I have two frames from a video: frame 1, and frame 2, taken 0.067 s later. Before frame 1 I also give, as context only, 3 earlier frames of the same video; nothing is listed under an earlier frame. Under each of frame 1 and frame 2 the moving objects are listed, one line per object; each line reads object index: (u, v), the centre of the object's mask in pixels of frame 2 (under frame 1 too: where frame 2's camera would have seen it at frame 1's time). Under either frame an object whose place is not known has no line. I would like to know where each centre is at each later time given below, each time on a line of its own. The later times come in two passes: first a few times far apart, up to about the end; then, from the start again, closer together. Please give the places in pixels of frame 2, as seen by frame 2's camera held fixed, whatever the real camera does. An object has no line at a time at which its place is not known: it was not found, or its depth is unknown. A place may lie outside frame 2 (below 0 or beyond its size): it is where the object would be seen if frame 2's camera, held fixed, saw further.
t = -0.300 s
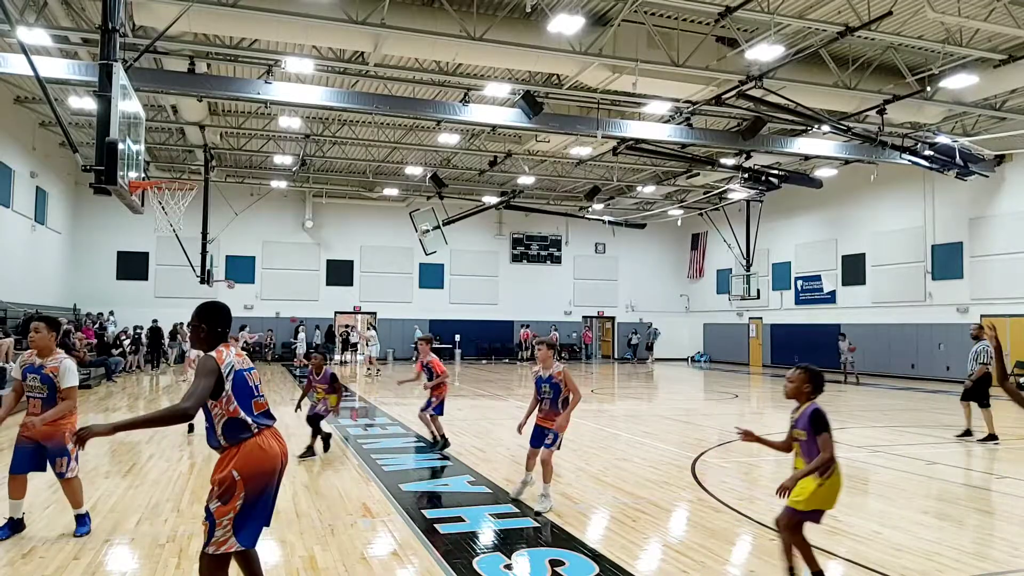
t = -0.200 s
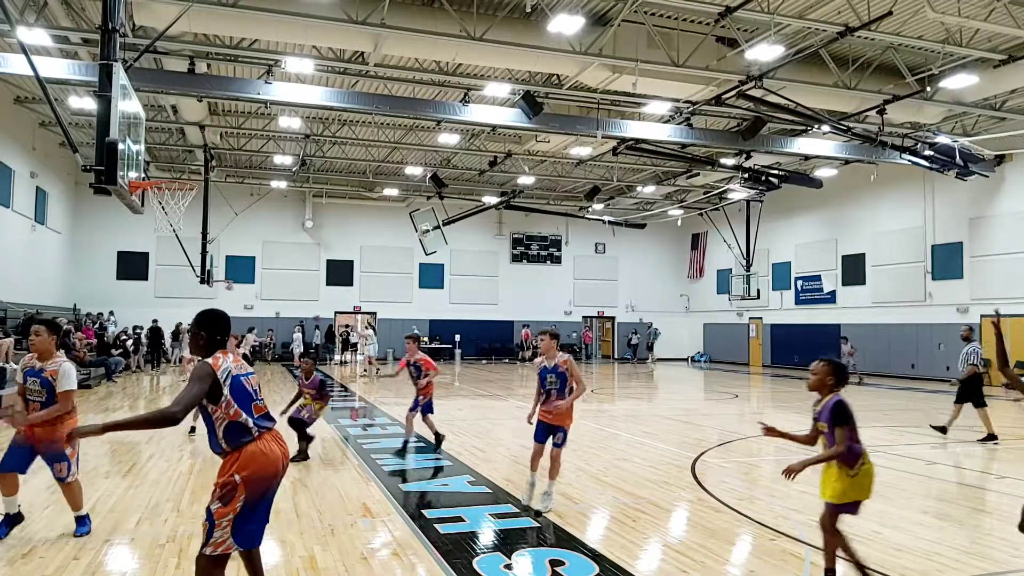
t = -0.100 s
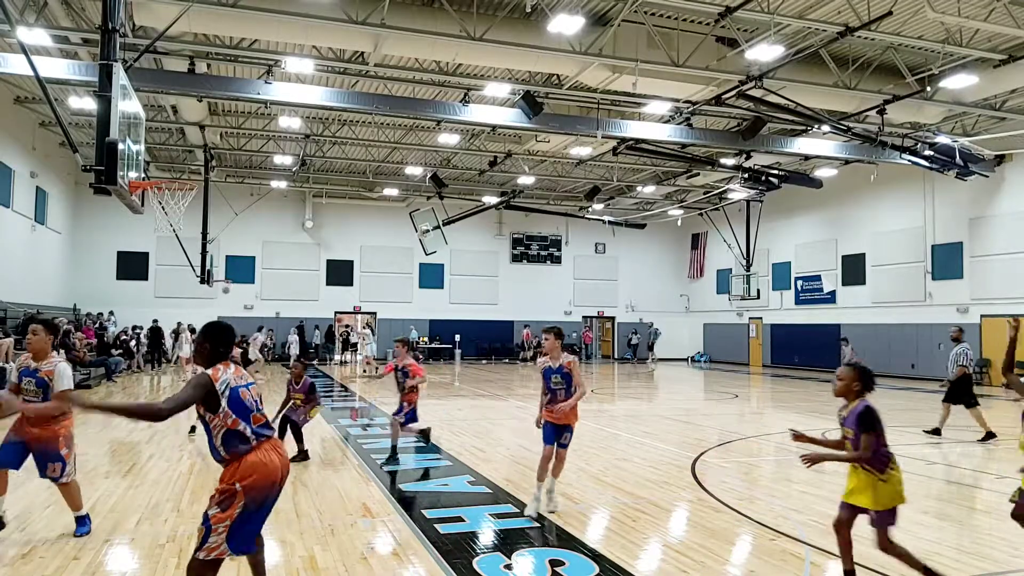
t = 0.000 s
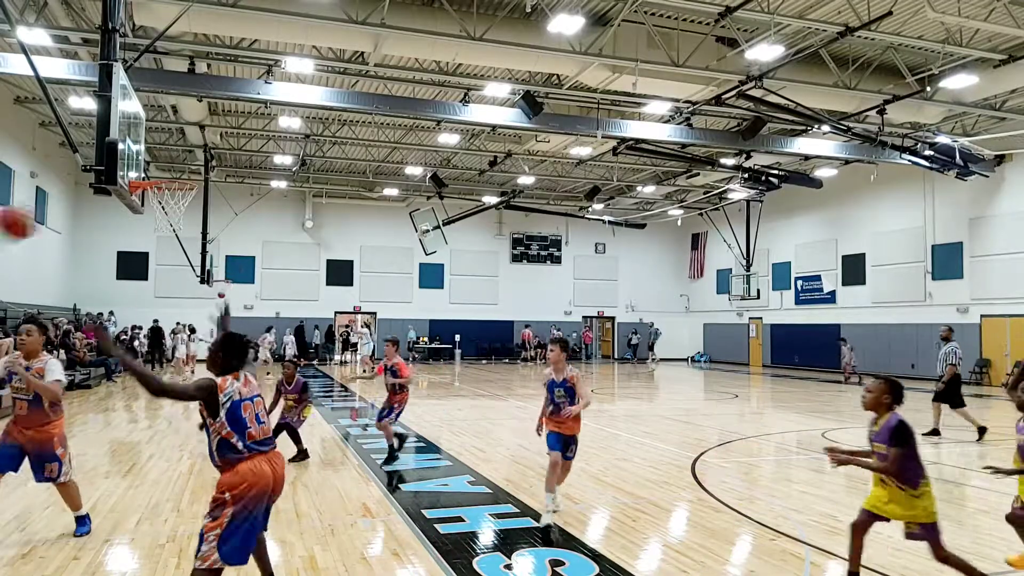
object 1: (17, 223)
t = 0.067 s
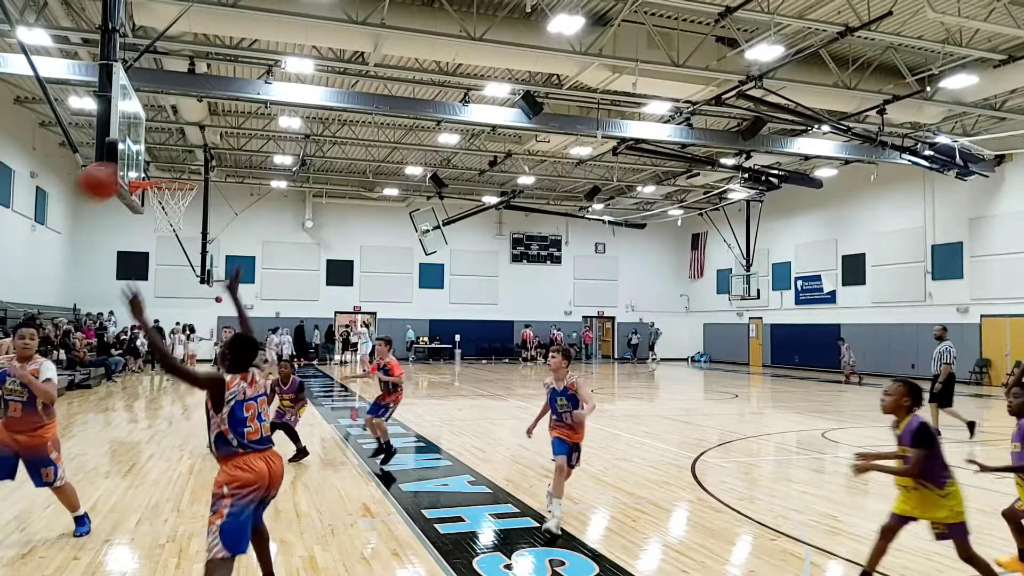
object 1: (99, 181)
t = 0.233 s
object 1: (299, 118)
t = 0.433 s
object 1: (520, 99)
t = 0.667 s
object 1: (744, 144)
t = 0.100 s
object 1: (142, 166)
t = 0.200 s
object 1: (259, 125)
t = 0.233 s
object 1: (299, 118)
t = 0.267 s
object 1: (338, 110)
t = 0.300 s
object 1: (375, 103)
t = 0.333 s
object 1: (409, 100)
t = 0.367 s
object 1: (445, 98)
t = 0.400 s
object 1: (480, 98)
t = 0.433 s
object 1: (520, 99)
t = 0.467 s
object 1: (546, 102)
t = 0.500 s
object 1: (583, 105)
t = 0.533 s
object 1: (616, 110)
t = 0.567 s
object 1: (647, 117)
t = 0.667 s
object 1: (744, 144)
